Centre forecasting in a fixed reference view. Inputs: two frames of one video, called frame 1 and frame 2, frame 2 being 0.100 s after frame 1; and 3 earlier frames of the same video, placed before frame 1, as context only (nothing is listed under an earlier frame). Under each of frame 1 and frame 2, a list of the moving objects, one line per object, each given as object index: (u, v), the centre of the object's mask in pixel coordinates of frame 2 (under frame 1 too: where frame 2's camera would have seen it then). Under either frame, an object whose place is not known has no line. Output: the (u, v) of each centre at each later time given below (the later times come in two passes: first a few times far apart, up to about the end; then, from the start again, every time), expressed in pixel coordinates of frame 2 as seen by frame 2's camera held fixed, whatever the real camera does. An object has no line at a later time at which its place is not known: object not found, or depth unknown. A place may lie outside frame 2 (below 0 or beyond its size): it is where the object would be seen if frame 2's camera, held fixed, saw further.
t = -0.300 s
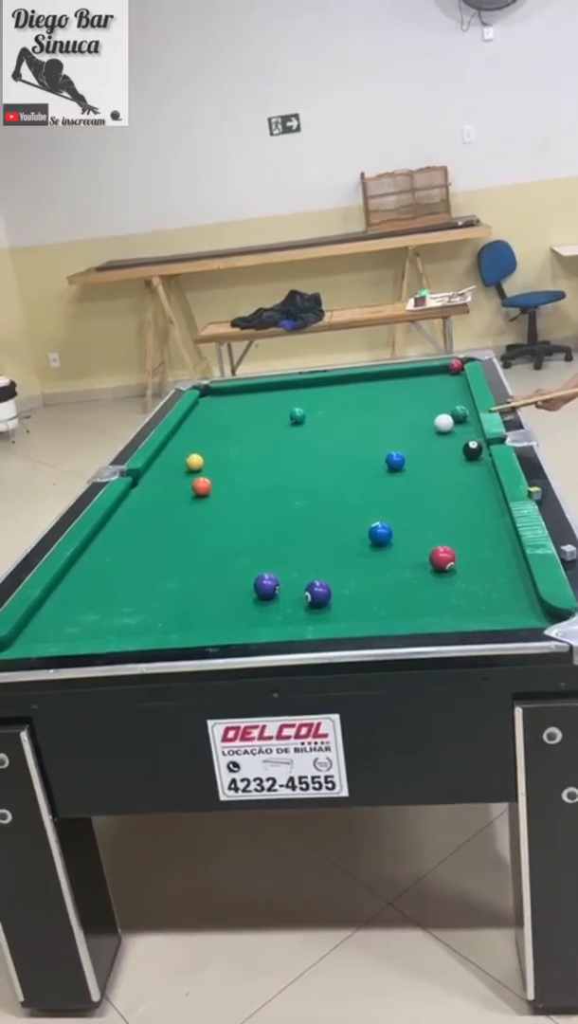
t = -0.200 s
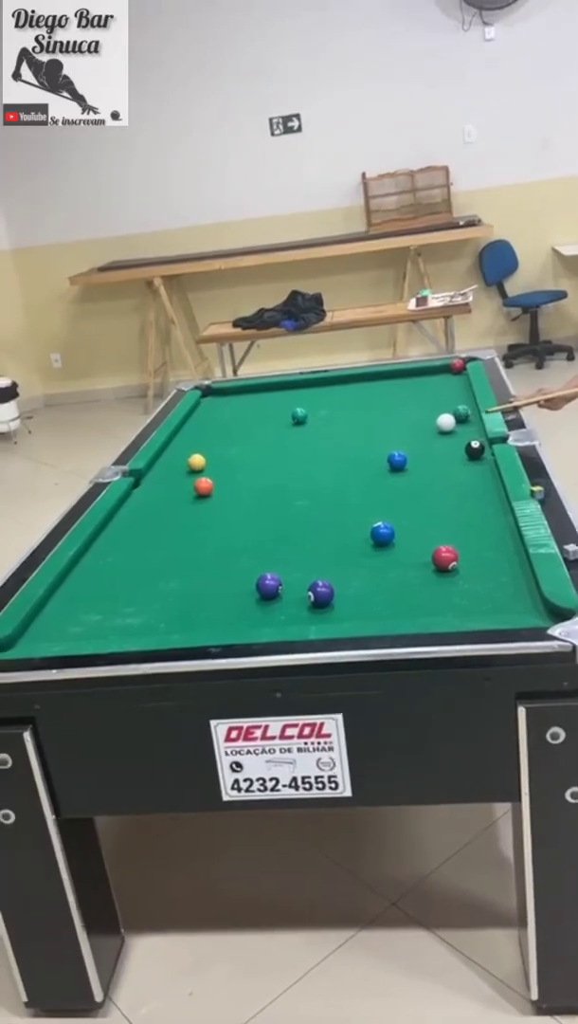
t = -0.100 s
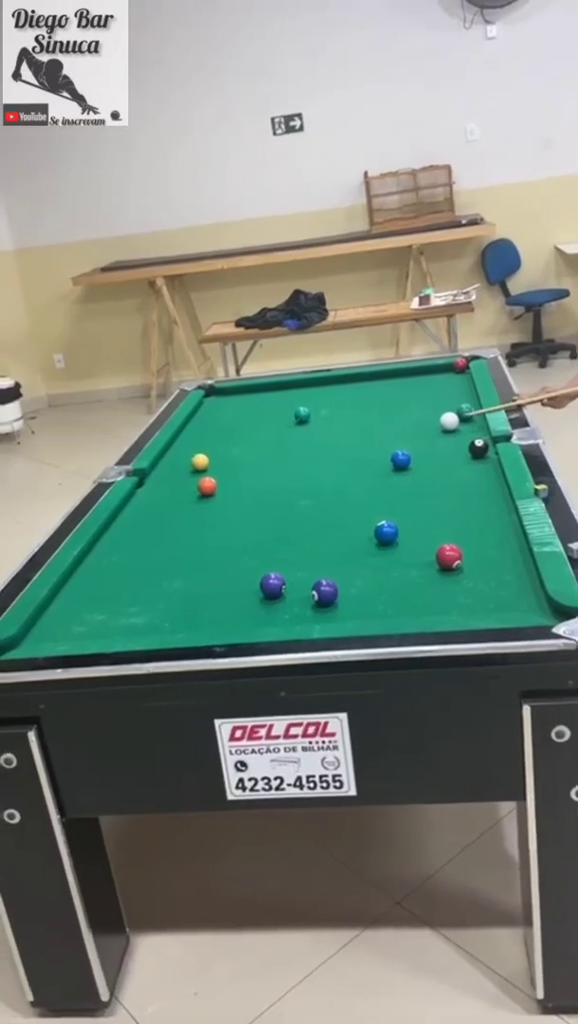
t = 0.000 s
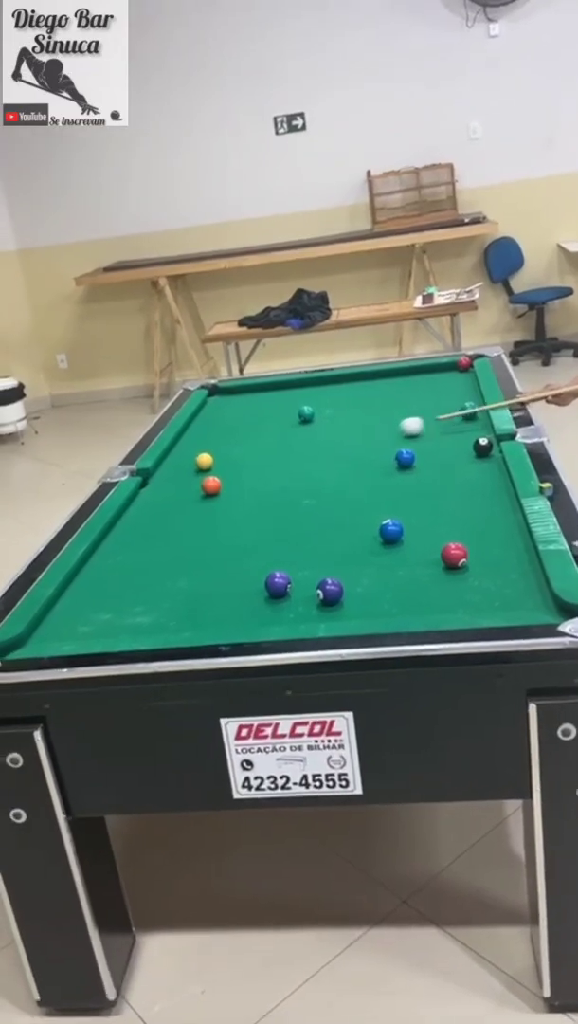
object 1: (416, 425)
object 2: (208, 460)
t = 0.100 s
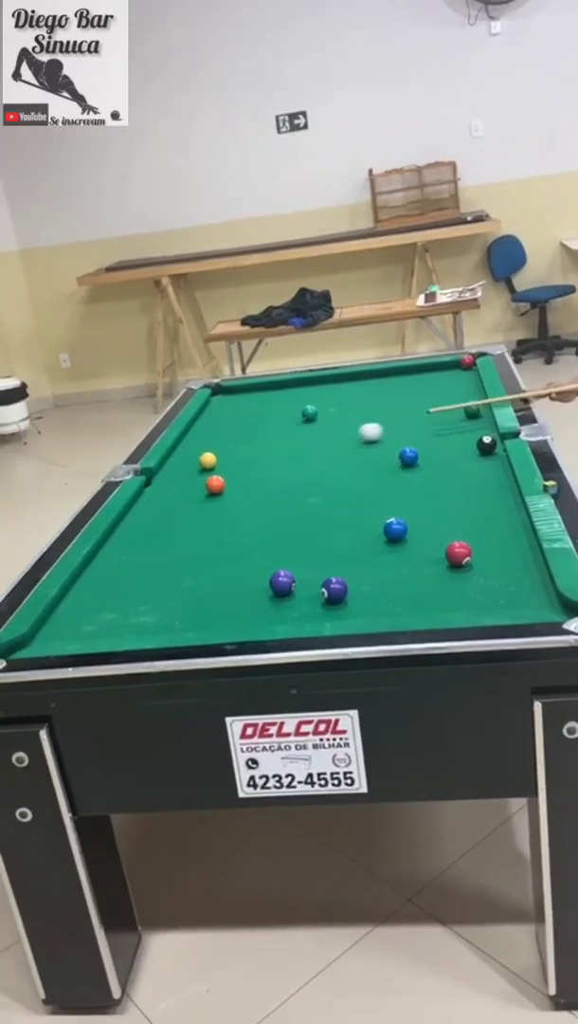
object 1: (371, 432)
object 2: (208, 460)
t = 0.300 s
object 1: (283, 447)
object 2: (208, 460)
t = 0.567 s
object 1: (208, 454)
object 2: (161, 472)
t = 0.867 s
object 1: (183, 453)
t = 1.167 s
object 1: (215, 446)
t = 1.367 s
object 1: (235, 442)
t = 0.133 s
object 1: (357, 435)
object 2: (208, 460)
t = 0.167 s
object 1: (342, 437)
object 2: (208, 460)
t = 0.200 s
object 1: (327, 439)
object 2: (208, 460)
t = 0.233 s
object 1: (313, 442)
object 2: (208, 460)
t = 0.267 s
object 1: (298, 444)
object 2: (208, 460)
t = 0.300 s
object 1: (283, 447)
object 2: (208, 460)
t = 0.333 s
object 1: (269, 449)
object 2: (208, 460)
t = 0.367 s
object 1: (254, 451)
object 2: (208, 460)
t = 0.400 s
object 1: (240, 453)
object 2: (208, 460)
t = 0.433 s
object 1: (227, 455)
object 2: (207, 460)
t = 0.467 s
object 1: (222, 455)
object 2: (196, 463)
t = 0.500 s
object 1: (218, 455)
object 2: (184, 466)
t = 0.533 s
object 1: (213, 455)
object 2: (172, 469)
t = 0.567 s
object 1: (208, 454)
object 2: (161, 472)
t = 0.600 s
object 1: (203, 454)
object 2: (153, 475)
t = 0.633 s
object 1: (198, 455)
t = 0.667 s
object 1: (192, 455)
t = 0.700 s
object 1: (187, 455)
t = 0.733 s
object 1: (182, 455)
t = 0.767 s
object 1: (177, 455)
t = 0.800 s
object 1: (174, 455)
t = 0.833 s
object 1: (179, 454)
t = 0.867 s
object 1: (183, 453)
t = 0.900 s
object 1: (187, 452)
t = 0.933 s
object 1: (190, 451)
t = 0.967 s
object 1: (194, 450)
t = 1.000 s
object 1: (198, 450)
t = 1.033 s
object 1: (201, 449)
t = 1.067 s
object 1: (205, 448)
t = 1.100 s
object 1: (208, 447)
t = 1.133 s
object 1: (212, 446)
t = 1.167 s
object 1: (215, 446)
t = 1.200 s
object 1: (219, 445)
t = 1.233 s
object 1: (222, 444)
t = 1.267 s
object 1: (225, 444)
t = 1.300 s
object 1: (228, 443)
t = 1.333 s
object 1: (232, 442)
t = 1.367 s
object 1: (235, 442)
